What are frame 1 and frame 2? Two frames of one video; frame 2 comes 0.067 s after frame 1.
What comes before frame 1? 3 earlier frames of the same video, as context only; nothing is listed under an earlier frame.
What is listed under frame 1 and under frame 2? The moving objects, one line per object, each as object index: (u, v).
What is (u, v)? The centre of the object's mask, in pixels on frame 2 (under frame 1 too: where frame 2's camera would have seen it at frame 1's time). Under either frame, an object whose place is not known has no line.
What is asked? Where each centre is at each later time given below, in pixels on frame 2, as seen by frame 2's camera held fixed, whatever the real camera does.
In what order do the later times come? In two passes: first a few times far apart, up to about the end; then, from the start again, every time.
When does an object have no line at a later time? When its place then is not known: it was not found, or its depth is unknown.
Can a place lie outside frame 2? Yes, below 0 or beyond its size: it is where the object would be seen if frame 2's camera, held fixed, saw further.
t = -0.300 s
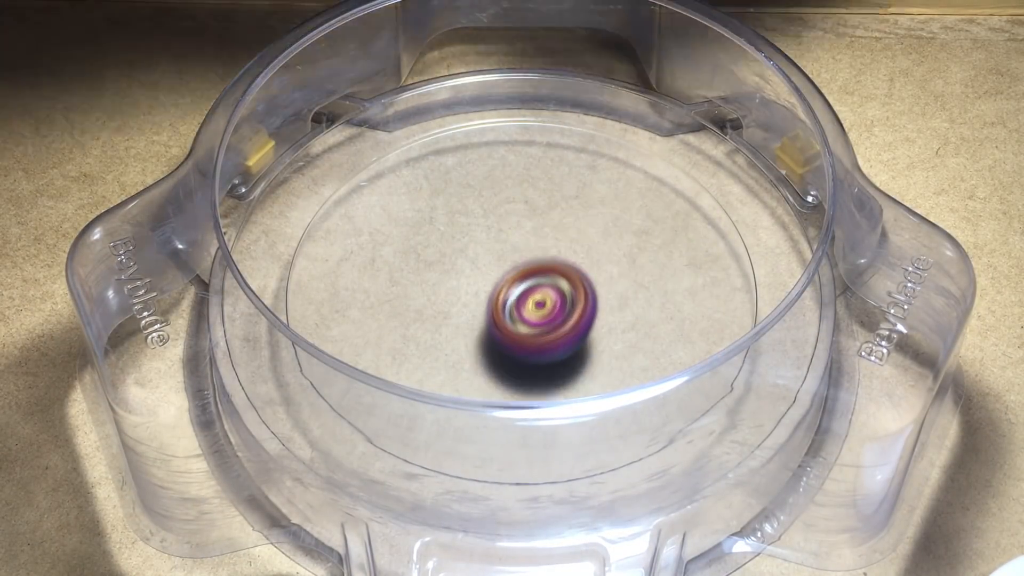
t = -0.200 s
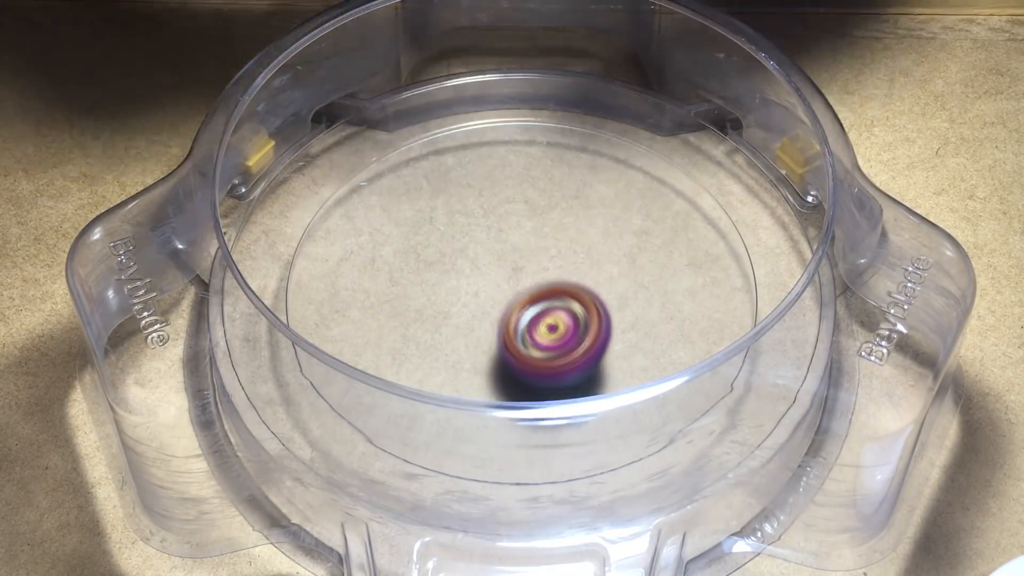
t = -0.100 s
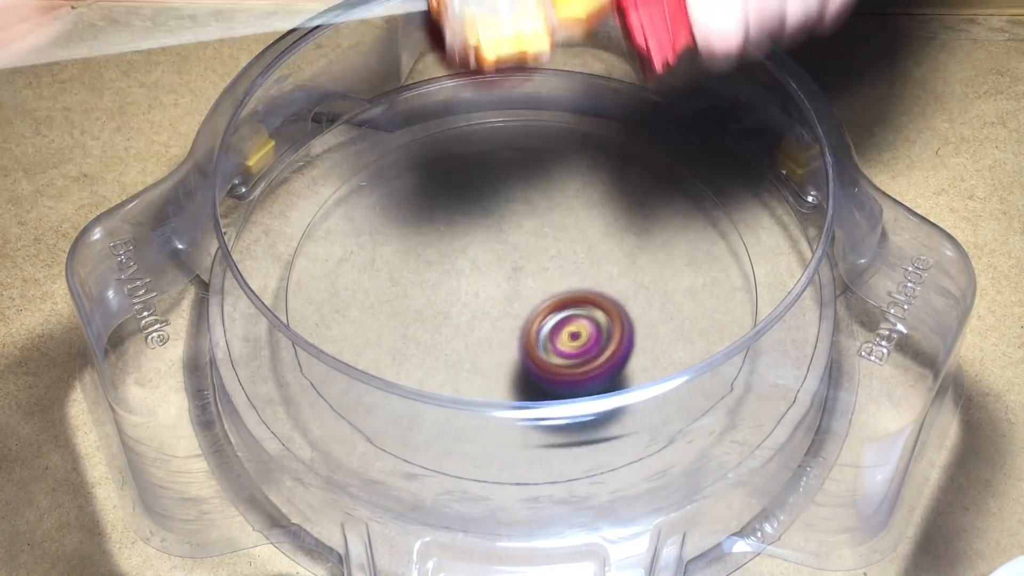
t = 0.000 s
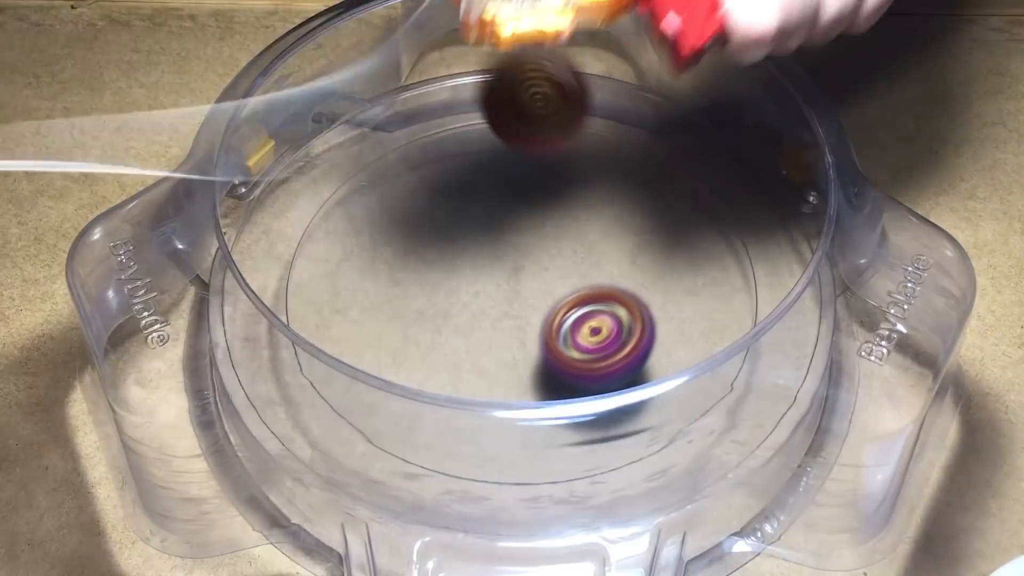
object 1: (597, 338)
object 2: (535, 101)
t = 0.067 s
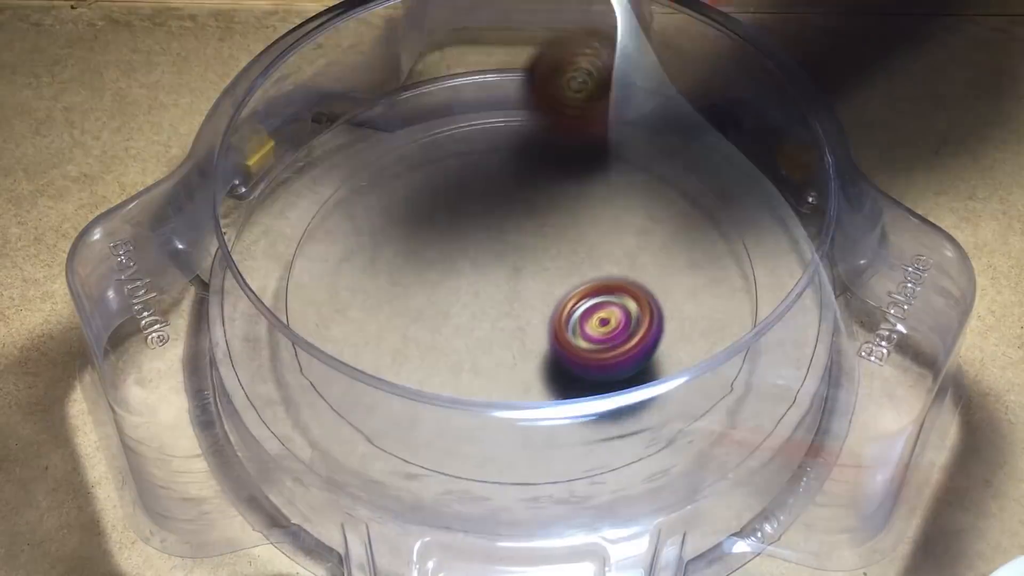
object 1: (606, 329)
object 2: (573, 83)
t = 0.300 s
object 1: (593, 296)
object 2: (539, 138)
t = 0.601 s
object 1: (592, 366)
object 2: (505, 259)
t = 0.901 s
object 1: (596, 355)
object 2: (691, 255)
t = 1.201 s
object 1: (487, 251)
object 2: (613, 158)
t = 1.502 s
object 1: (245, 375)
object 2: (480, 215)
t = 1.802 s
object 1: (316, 332)
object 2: (763, 251)
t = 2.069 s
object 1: (578, 236)
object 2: (578, 131)
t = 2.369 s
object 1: (493, 309)
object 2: (306, 313)
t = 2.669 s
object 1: (478, 297)
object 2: (861, 312)
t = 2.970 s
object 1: (495, 303)
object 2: (841, 418)
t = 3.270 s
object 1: (475, 316)
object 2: (881, 385)
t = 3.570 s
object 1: (506, 300)
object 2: (882, 399)
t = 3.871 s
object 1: (479, 250)
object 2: (897, 409)
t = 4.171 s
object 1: (453, 229)
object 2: (901, 410)
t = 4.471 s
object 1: (483, 255)
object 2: (901, 398)
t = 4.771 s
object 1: (510, 266)
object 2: (901, 397)
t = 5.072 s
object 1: (524, 265)
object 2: (900, 398)
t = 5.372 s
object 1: (532, 268)
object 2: (900, 399)
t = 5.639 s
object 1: (533, 273)
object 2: (900, 399)
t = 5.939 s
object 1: (530, 277)
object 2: (900, 399)
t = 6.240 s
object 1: (521, 278)
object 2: (900, 399)
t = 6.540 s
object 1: (513, 275)
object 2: (900, 398)
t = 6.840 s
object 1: (511, 271)
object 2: (900, 398)
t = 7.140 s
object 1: (511, 263)
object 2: (900, 398)
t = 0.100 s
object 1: (608, 325)
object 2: (599, 58)
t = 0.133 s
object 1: (608, 319)
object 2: (620, 45)
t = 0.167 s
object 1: (608, 313)
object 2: (612, 67)
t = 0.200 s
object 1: (606, 308)
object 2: (599, 103)
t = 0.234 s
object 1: (603, 303)
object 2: (581, 111)
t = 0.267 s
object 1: (599, 299)
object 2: (560, 118)
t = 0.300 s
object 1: (593, 296)
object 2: (539, 138)
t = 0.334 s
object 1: (588, 293)
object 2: (518, 171)
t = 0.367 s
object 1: (582, 291)
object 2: (506, 180)
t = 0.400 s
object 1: (576, 290)
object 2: (491, 200)
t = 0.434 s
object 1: (569, 291)
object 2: (488, 221)
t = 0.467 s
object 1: (572, 309)
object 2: (484, 230)
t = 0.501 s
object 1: (579, 328)
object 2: (481, 237)
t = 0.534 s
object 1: (583, 348)
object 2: (483, 243)
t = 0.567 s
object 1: (589, 359)
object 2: (492, 251)
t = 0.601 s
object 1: (592, 366)
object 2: (505, 259)
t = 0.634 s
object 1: (600, 390)
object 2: (521, 267)
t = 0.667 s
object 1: (603, 395)
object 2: (540, 271)
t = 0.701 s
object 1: (607, 394)
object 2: (563, 278)
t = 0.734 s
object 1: (609, 394)
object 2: (587, 281)
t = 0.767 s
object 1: (610, 394)
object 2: (611, 280)
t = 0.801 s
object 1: (610, 393)
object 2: (634, 278)
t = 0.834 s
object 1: (607, 376)
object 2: (656, 272)
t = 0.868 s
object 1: (601, 362)
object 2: (675, 264)
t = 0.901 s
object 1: (596, 355)
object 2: (691, 255)
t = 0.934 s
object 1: (590, 347)
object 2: (702, 243)
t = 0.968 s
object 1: (582, 329)
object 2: (707, 231)
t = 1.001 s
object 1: (573, 316)
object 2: (709, 219)
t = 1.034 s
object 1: (562, 300)
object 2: (704, 207)
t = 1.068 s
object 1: (550, 287)
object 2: (694, 195)
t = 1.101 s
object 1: (537, 274)
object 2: (681, 184)
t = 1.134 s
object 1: (522, 264)
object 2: (663, 175)
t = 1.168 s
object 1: (505, 256)
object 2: (640, 166)
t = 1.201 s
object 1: (487, 251)
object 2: (613, 158)
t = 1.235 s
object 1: (468, 248)
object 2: (584, 152)
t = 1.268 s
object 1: (449, 247)
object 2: (552, 148)
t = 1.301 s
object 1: (432, 247)
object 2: (518, 151)
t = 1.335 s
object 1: (414, 251)
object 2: (486, 160)
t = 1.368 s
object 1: (399, 256)
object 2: (456, 176)
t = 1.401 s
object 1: (370, 277)
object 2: (442, 180)
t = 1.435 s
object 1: (330, 304)
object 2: (448, 184)
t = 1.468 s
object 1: (285, 340)
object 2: (460, 197)
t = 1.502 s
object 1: (245, 375)
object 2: (480, 215)
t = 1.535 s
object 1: (217, 433)
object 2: (507, 246)
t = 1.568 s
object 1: (193, 456)
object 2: (541, 266)
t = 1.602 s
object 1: (195, 430)
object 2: (580, 279)
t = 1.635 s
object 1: (208, 398)
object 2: (622, 287)
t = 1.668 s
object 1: (226, 379)
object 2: (662, 289)
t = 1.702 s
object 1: (240, 368)
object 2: (701, 284)
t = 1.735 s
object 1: (263, 355)
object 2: (736, 274)
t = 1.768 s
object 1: (288, 346)
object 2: (756, 248)
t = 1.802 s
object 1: (316, 332)
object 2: (763, 251)
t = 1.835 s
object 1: (354, 318)
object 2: (765, 240)
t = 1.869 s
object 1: (383, 312)
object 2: (755, 233)
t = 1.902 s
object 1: (422, 299)
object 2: (739, 218)
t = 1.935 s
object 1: (460, 284)
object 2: (716, 205)
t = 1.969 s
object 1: (498, 269)
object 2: (688, 189)
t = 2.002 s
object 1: (534, 254)
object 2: (652, 172)
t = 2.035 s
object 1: (567, 237)
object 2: (611, 154)
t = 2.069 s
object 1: (578, 236)
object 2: (578, 131)
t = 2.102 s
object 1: (584, 235)
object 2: (541, 115)
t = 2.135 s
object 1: (586, 238)
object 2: (497, 110)
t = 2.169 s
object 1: (584, 243)
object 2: (452, 115)
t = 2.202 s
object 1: (578, 250)
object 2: (410, 130)
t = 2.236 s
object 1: (568, 259)
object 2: (375, 157)
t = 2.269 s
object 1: (553, 271)
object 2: (347, 191)
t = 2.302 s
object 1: (536, 283)
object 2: (320, 227)
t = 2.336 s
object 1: (515, 296)
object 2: (307, 269)
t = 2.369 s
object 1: (493, 309)
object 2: (306, 313)
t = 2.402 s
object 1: (468, 325)
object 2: (331, 360)
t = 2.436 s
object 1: (452, 333)
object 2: (377, 404)
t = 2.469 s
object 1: (442, 333)
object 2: (421, 451)
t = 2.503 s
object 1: (445, 329)
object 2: (484, 468)
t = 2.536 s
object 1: (450, 321)
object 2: (567, 461)
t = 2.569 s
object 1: (456, 314)
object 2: (656, 437)
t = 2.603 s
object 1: (463, 307)
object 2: (734, 404)
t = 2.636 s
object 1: (471, 301)
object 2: (805, 364)
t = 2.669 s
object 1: (478, 297)
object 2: (861, 312)
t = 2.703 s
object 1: (484, 293)
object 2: (857, 322)
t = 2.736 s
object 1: (490, 292)
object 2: (844, 358)
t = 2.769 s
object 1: (494, 292)
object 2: (828, 408)
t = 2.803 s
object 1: (497, 293)
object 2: (824, 456)
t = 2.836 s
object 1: (499, 294)
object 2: (823, 441)
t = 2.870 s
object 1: (498, 296)
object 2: (829, 435)
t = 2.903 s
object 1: (498, 299)
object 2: (836, 427)
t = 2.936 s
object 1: (496, 300)
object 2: (842, 425)
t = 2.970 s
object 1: (495, 303)
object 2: (841, 418)
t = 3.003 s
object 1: (492, 305)
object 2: (846, 419)
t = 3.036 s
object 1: (490, 308)
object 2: (858, 435)
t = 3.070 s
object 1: (489, 310)
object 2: (862, 450)
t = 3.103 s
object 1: (486, 312)
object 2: (874, 458)
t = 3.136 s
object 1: (484, 313)
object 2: (885, 454)
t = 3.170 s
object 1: (481, 315)
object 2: (898, 443)
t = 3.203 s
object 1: (477, 316)
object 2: (902, 424)
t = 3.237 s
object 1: (476, 316)
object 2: (887, 391)
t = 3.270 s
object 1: (475, 316)
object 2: (881, 385)
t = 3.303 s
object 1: (477, 316)
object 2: (879, 392)
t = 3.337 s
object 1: (481, 316)
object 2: (878, 397)
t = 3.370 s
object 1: (485, 315)
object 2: (894, 415)
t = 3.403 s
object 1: (489, 314)
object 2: (894, 417)
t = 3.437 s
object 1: (494, 311)
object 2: (896, 406)
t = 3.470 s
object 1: (497, 309)
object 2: (902, 405)
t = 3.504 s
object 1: (501, 306)
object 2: (882, 388)
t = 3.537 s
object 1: (504, 303)
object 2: (881, 392)
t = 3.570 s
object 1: (506, 300)
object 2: (882, 399)
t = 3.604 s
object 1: (506, 295)
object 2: (897, 415)
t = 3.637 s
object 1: (504, 291)
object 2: (887, 421)
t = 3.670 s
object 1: (500, 285)
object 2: (883, 426)
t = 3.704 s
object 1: (497, 279)
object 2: (869, 410)
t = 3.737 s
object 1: (493, 273)
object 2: (887, 427)
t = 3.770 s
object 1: (489, 267)
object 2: (901, 423)
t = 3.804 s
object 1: (486, 261)
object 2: (897, 414)
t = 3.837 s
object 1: (482, 255)
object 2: (896, 409)
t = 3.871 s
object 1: (479, 250)
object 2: (897, 409)
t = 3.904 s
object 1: (475, 246)
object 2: (903, 408)
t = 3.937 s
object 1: (472, 242)
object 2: (904, 405)
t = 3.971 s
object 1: (469, 239)
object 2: (905, 405)
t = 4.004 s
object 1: (465, 236)
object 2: (907, 405)
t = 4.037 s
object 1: (462, 233)
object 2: (906, 407)
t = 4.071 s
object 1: (459, 231)
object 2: (904, 411)
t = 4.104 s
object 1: (456, 230)
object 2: (902, 412)
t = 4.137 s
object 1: (454, 229)
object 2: (902, 411)
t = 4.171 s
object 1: (453, 229)
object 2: (901, 410)
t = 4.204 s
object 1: (452, 231)
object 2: (901, 400)
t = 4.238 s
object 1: (454, 234)
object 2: (901, 400)
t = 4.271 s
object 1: (457, 237)
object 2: (901, 399)
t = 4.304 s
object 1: (460, 240)
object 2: (901, 398)
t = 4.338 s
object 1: (464, 243)
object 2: (902, 398)
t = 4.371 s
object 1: (469, 246)
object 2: (901, 398)
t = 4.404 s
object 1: (474, 249)
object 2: (901, 398)
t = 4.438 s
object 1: (478, 252)
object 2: (901, 398)
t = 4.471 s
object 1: (483, 255)
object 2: (901, 398)
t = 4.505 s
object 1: (488, 257)
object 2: (901, 398)
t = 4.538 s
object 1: (492, 259)
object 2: (901, 398)
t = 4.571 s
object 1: (496, 262)
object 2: (901, 398)
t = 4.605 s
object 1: (499, 263)
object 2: (901, 398)
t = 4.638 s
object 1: (502, 264)
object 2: (901, 398)
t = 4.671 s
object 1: (504, 265)
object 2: (901, 398)
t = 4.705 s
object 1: (506, 266)
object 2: (901, 398)
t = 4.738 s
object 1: (508, 266)
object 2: (901, 398)
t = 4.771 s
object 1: (510, 266)
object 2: (901, 397)
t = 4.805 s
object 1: (511, 266)
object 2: (901, 398)
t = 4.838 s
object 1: (513, 265)
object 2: (901, 397)
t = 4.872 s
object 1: (515, 266)
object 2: (900, 397)
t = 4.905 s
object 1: (517, 265)
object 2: (900, 397)
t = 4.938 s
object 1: (518, 265)
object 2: (900, 397)
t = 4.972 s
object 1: (519, 265)
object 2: (900, 398)
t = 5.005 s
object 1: (521, 265)
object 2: (900, 398)
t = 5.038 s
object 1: (522, 265)
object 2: (900, 398)
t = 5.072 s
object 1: (524, 265)
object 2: (900, 398)
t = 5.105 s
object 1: (525, 265)
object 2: (900, 398)
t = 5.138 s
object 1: (527, 265)
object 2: (900, 398)
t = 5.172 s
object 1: (528, 265)
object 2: (900, 398)
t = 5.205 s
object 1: (529, 265)
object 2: (900, 398)
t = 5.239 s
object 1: (530, 266)
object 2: (900, 398)
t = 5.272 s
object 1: (530, 266)
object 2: (900, 398)
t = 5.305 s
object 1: (531, 267)
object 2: (900, 398)
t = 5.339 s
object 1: (532, 267)
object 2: (900, 399)
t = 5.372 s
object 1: (532, 268)
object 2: (900, 399)
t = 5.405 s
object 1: (532, 268)
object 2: (900, 398)
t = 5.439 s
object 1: (533, 269)
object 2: (900, 398)
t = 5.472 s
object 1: (533, 270)
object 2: (900, 399)
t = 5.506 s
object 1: (533, 270)
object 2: (900, 399)
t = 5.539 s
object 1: (533, 271)
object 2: (900, 399)
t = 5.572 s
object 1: (533, 272)
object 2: (900, 399)
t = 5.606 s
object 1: (533, 273)
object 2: (900, 399)
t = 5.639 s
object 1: (533, 273)
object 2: (900, 399)
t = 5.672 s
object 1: (533, 274)
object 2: (900, 399)
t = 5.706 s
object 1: (533, 275)
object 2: (900, 399)
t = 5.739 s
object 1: (533, 275)
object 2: (900, 399)
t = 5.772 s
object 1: (532, 276)
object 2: (900, 399)
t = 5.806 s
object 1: (532, 276)
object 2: (900, 399)
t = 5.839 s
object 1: (531, 277)
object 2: (900, 399)
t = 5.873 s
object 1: (531, 277)
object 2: (900, 399)
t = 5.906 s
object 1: (530, 277)
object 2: (900, 399)
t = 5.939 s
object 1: (530, 277)
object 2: (900, 399)
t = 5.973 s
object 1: (529, 278)
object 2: (900, 399)
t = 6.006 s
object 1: (528, 278)
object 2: (900, 399)
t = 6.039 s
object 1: (527, 278)
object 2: (900, 399)
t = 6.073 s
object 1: (526, 278)
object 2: (900, 399)
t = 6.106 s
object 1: (525, 278)
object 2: (900, 399)
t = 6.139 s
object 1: (524, 278)
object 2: (900, 399)
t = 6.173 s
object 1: (523, 278)
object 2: (900, 399)
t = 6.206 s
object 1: (522, 278)
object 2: (900, 399)
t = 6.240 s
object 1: (521, 278)
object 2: (900, 399)
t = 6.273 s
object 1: (520, 278)
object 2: (900, 399)
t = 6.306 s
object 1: (519, 277)
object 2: (900, 399)
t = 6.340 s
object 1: (518, 277)
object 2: (900, 399)
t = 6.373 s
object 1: (517, 277)
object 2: (900, 399)
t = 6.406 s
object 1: (516, 276)
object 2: (900, 399)
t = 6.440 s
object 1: (515, 276)
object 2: (900, 399)
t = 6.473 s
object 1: (514, 276)
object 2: (900, 398)
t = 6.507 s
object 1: (514, 276)
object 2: (900, 398)
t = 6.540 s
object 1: (513, 275)
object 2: (900, 398)
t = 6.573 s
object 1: (512, 275)
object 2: (900, 398)
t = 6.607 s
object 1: (512, 274)
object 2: (900, 398)
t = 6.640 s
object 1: (512, 274)
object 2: (900, 398)
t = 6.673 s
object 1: (511, 273)
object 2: (900, 398)
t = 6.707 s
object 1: (511, 273)
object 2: (900, 398)
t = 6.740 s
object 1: (511, 273)
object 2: (900, 398)
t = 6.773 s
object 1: (511, 272)
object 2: (900, 398)
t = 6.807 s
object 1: (511, 272)
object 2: (900, 398)
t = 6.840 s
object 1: (511, 271)
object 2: (900, 398)
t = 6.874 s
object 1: (511, 271)
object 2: (900, 398)
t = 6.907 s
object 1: (511, 270)
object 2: (900, 398)
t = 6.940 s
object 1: (511, 269)
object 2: (900, 398)
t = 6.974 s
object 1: (510, 269)
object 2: (900, 398)
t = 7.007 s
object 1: (510, 267)
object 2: (900, 398)
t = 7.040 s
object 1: (511, 266)
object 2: (900, 398)
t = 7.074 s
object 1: (511, 265)
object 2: (900, 398)
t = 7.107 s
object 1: (511, 264)
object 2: (900, 398)
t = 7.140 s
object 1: (511, 263)
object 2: (900, 398)
